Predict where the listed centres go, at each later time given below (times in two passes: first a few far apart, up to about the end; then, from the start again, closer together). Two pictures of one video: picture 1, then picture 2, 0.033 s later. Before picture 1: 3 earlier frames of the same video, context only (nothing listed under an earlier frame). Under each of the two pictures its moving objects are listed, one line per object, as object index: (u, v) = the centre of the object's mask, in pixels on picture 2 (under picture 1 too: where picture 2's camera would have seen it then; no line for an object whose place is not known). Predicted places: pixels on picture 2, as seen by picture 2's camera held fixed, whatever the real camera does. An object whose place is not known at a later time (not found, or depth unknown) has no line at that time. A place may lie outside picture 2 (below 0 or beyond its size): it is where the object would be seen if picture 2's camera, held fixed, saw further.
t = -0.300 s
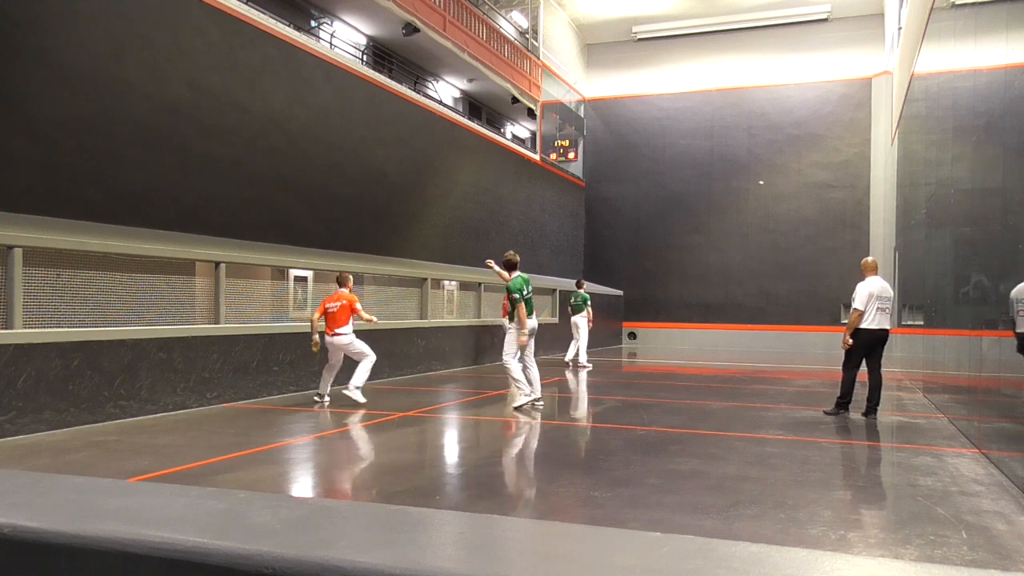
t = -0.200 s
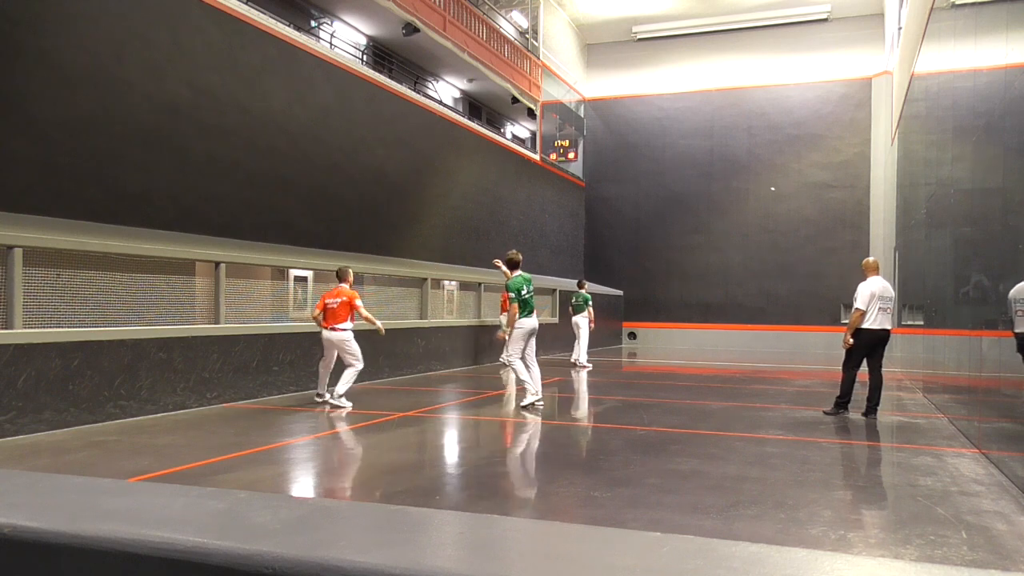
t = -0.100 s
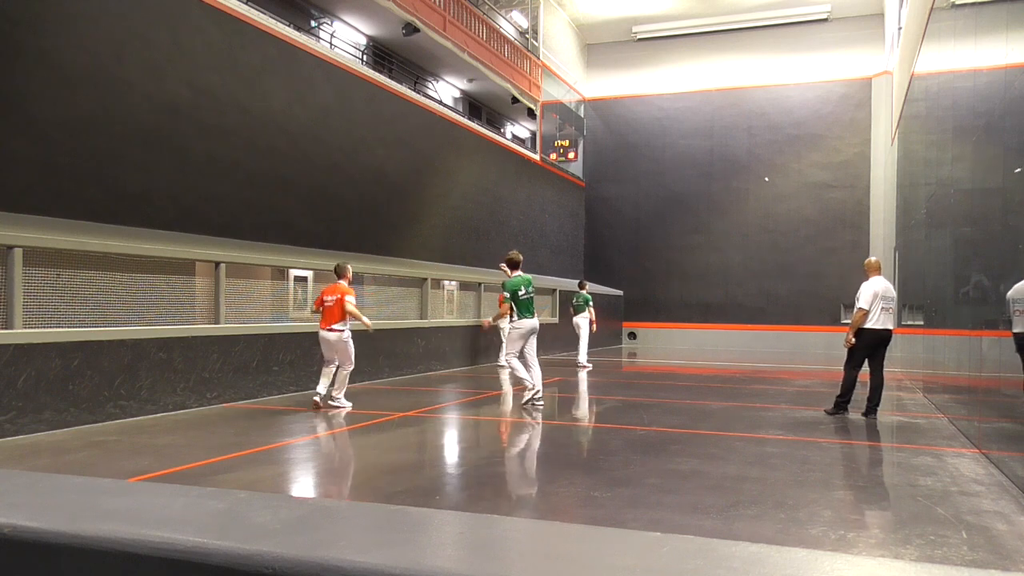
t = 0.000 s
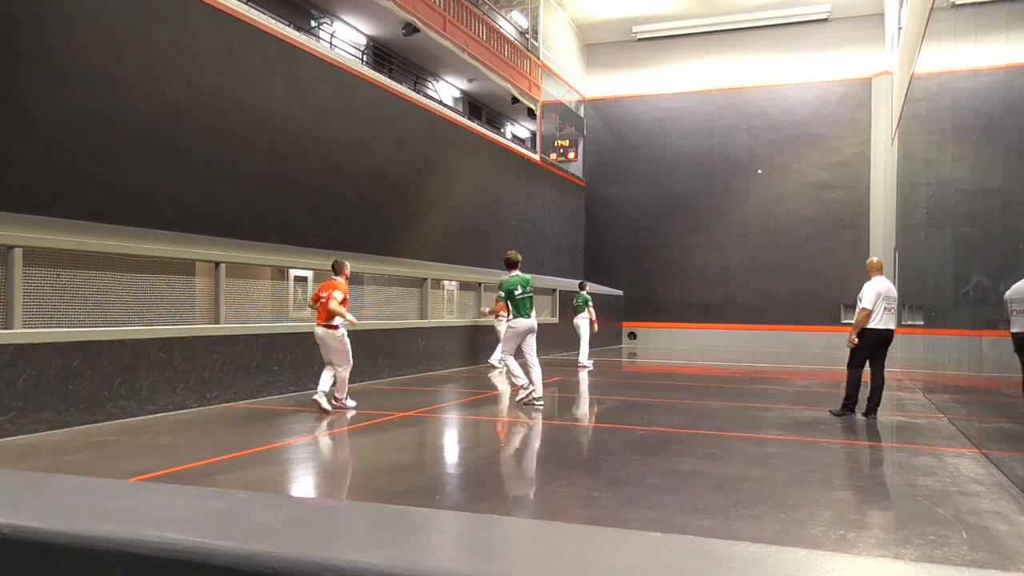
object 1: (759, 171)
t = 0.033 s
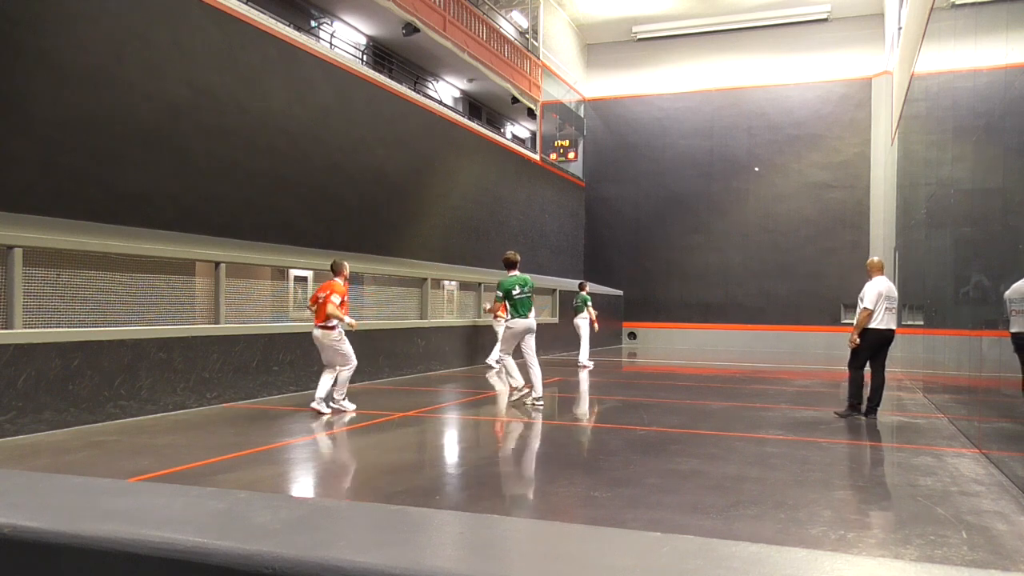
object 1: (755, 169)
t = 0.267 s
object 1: (735, 167)
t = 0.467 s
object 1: (713, 183)
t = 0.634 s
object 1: (691, 214)
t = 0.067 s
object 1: (752, 167)
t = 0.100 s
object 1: (751, 166)
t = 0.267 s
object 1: (735, 167)
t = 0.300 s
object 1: (733, 167)
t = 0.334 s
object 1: (729, 169)
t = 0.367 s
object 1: (725, 172)
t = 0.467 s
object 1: (713, 183)
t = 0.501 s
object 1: (711, 186)
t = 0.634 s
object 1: (691, 214)
